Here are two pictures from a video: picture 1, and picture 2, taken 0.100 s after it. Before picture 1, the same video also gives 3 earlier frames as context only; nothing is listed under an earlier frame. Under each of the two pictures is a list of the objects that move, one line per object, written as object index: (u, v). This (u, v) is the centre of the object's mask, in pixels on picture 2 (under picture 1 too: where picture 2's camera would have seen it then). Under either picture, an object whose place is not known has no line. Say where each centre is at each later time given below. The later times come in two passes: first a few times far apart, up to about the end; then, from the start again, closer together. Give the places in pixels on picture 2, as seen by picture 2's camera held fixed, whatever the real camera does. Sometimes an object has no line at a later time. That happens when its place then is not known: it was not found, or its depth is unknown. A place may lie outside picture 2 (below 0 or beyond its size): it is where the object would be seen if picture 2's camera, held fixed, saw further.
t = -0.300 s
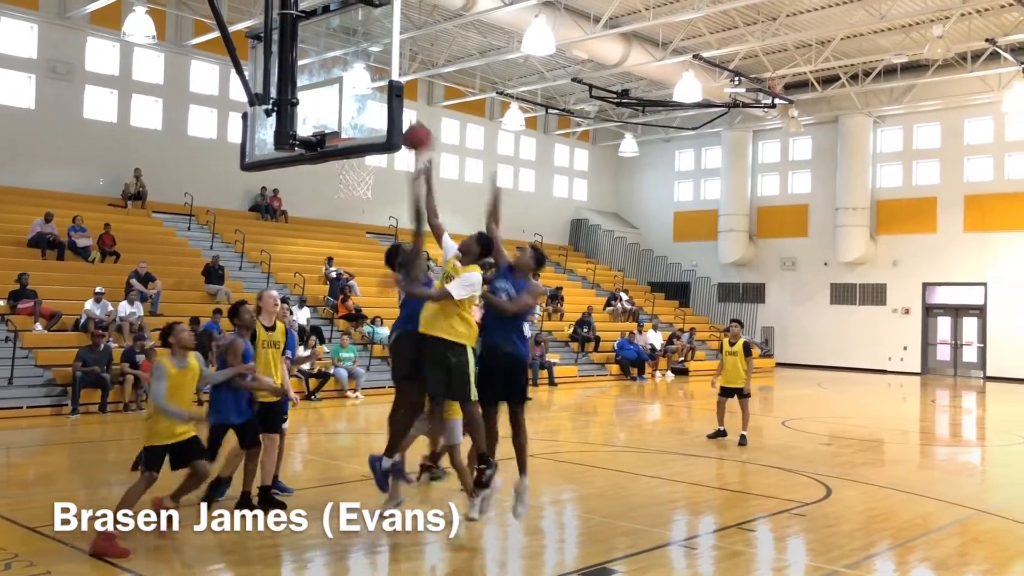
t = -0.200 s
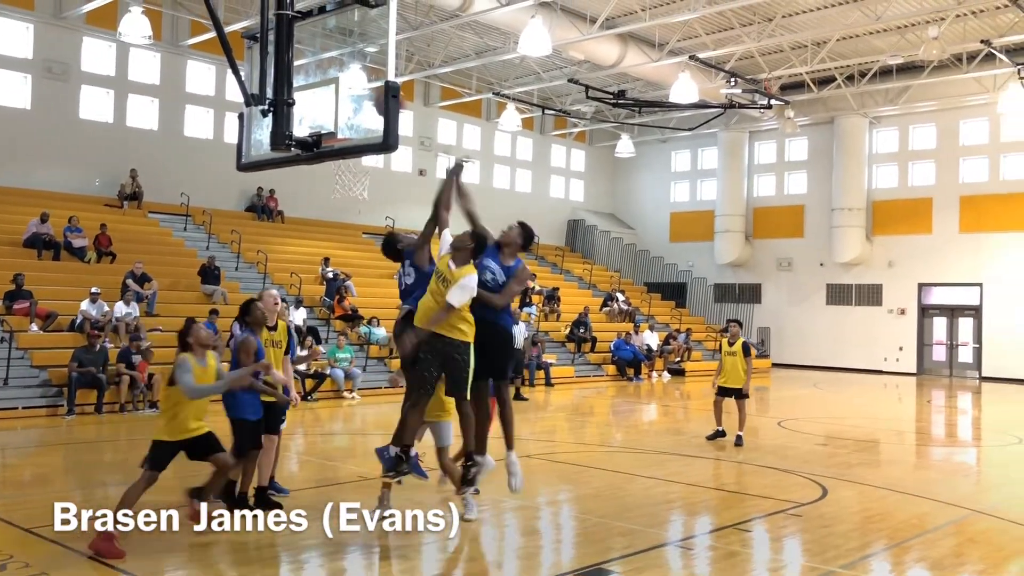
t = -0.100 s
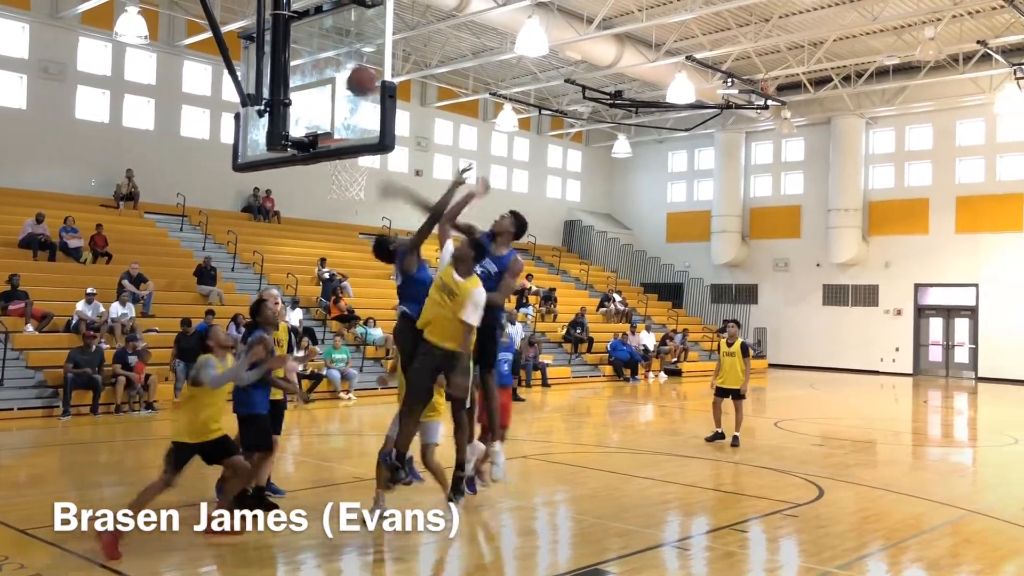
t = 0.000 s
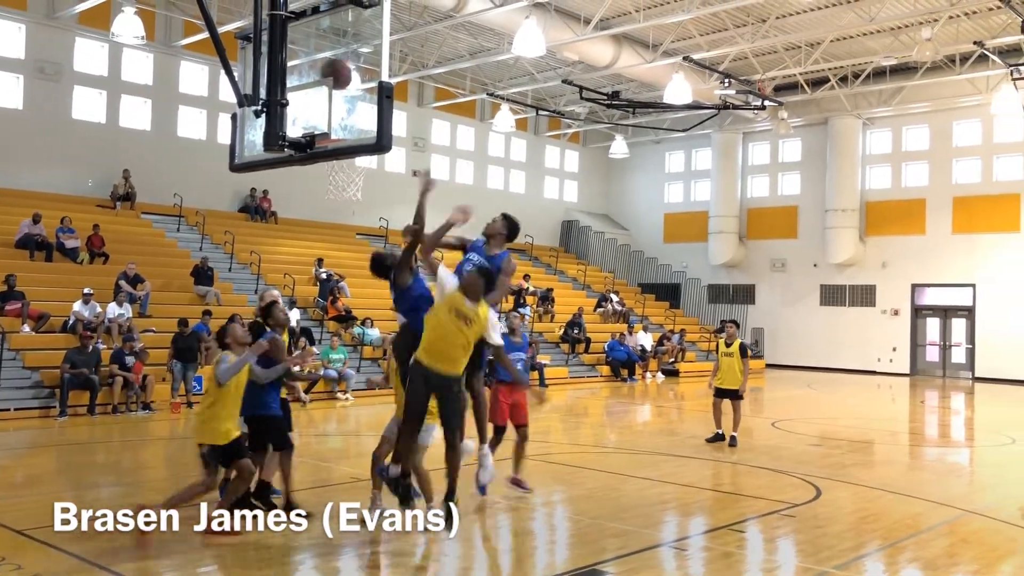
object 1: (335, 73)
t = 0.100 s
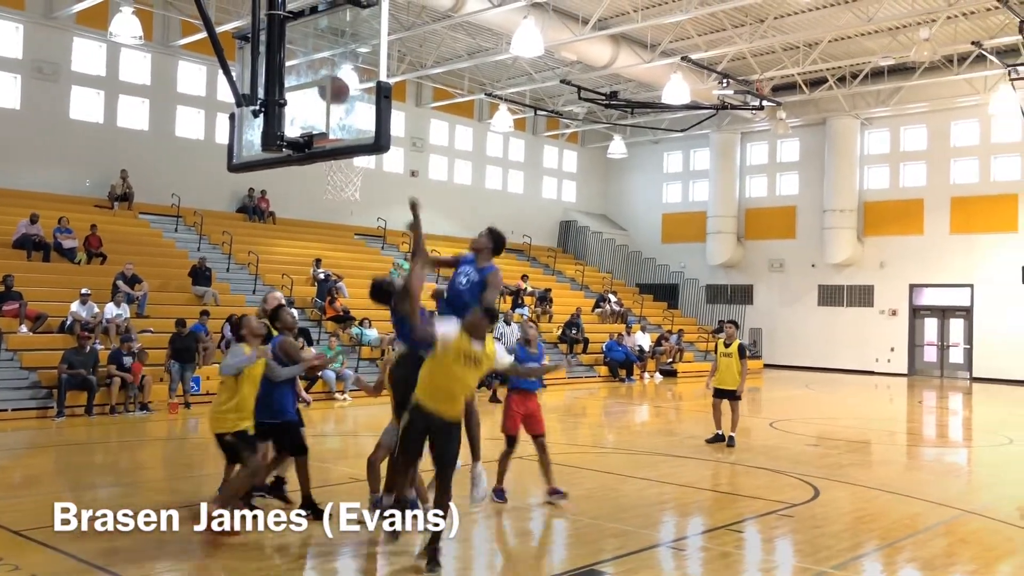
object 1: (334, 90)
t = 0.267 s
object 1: (335, 134)
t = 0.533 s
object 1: (373, 169)
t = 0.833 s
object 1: (336, 198)
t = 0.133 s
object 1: (334, 98)
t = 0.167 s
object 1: (334, 107)
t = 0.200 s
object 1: (333, 118)
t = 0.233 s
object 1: (334, 128)
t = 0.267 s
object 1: (335, 134)
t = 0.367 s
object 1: (360, 166)
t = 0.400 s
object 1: (364, 168)
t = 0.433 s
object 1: (369, 168)
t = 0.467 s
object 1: (372, 167)
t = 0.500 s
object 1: (374, 168)
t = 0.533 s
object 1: (373, 169)
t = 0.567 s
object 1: (372, 170)
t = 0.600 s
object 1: (369, 171)
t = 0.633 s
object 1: (366, 174)
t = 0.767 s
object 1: (346, 189)
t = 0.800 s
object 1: (342, 192)
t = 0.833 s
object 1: (336, 198)
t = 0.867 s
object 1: (331, 207)
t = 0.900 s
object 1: (325, 217)
